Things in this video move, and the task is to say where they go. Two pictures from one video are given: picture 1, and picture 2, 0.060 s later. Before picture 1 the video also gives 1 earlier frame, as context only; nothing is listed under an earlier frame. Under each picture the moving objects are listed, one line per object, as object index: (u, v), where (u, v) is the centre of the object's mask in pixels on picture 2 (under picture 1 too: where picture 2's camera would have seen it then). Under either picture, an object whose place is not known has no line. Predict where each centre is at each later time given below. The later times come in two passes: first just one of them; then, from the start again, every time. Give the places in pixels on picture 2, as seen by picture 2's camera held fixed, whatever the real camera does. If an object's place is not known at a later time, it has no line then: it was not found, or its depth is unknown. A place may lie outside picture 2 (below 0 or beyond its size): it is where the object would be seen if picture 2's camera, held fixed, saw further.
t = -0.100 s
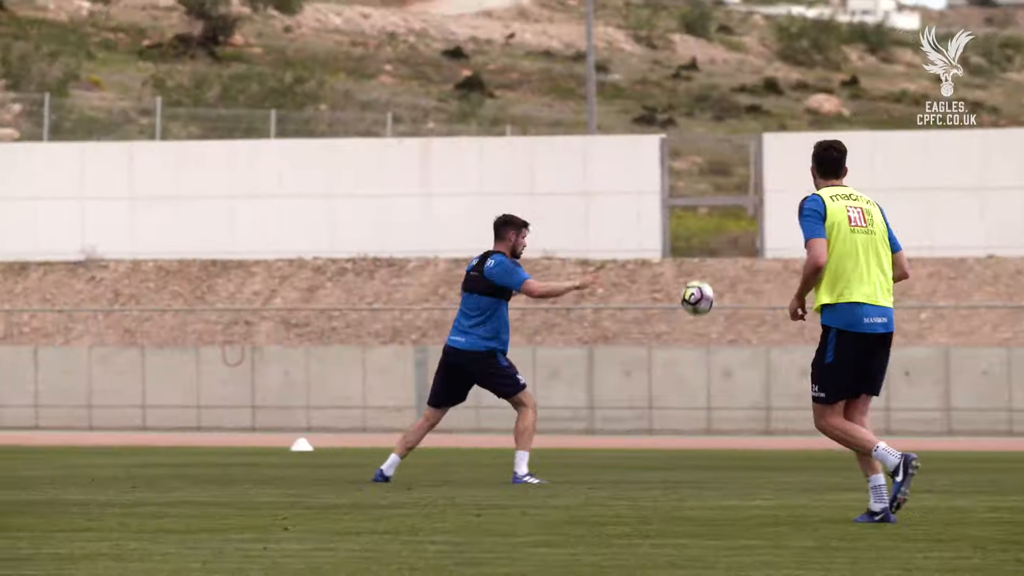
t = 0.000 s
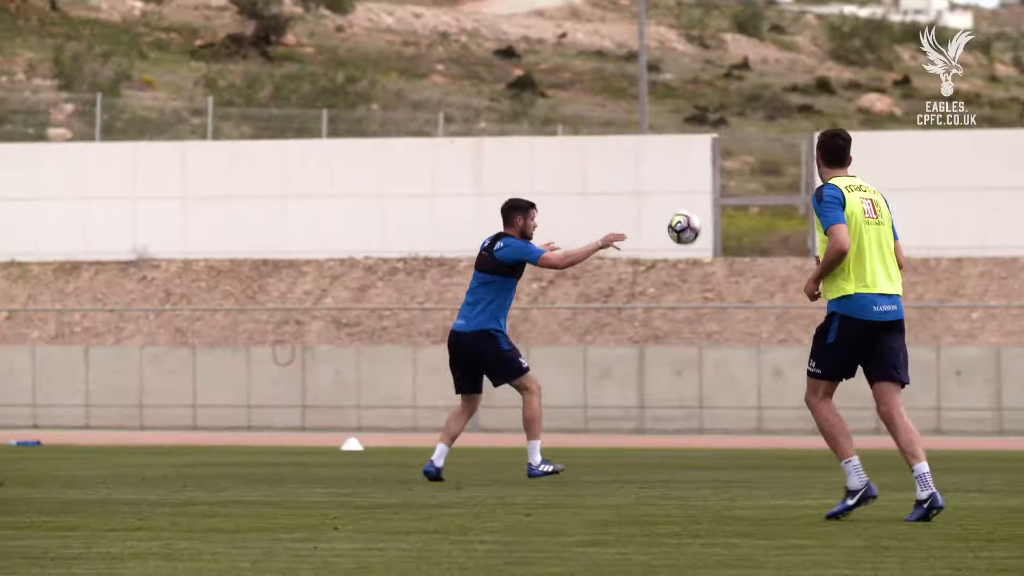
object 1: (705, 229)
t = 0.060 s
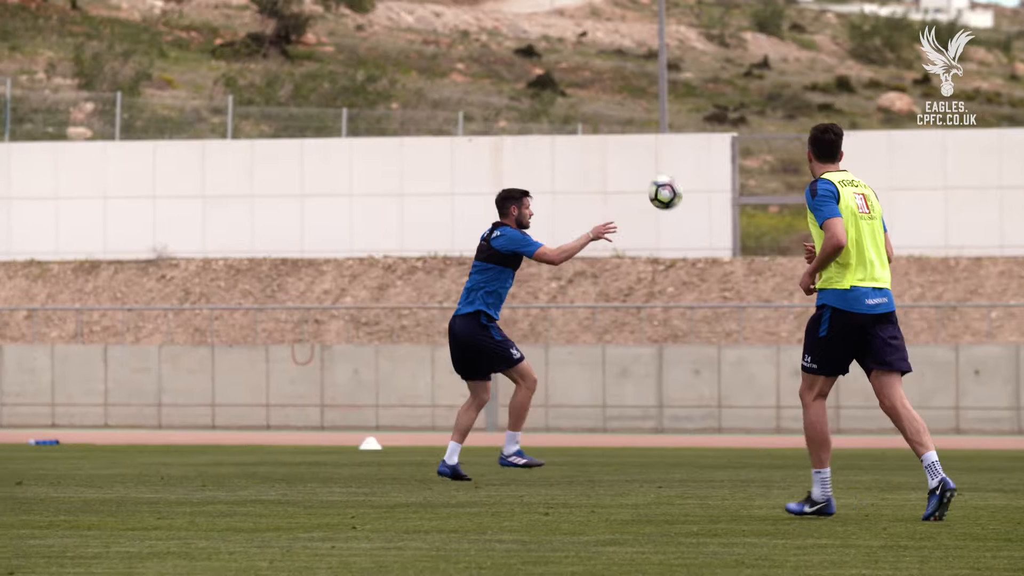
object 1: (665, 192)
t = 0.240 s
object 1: (549, 127)
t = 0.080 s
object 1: (651, 182)
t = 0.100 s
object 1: (639, 172)
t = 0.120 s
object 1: (626, 164)
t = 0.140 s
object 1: (613, 157)
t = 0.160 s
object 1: (600, 149)
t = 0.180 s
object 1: (587, 142)
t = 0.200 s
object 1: (574, 136)
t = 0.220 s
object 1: (561, 132)
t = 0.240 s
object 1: (549, 127)
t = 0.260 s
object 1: (536, 123)
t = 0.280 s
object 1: (523, 120)
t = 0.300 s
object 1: (510, 117)
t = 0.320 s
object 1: (497, 115)
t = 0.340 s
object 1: (484, 114)
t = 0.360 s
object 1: (472, 113)
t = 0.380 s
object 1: (459, 112)
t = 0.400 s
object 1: (447, 113)
